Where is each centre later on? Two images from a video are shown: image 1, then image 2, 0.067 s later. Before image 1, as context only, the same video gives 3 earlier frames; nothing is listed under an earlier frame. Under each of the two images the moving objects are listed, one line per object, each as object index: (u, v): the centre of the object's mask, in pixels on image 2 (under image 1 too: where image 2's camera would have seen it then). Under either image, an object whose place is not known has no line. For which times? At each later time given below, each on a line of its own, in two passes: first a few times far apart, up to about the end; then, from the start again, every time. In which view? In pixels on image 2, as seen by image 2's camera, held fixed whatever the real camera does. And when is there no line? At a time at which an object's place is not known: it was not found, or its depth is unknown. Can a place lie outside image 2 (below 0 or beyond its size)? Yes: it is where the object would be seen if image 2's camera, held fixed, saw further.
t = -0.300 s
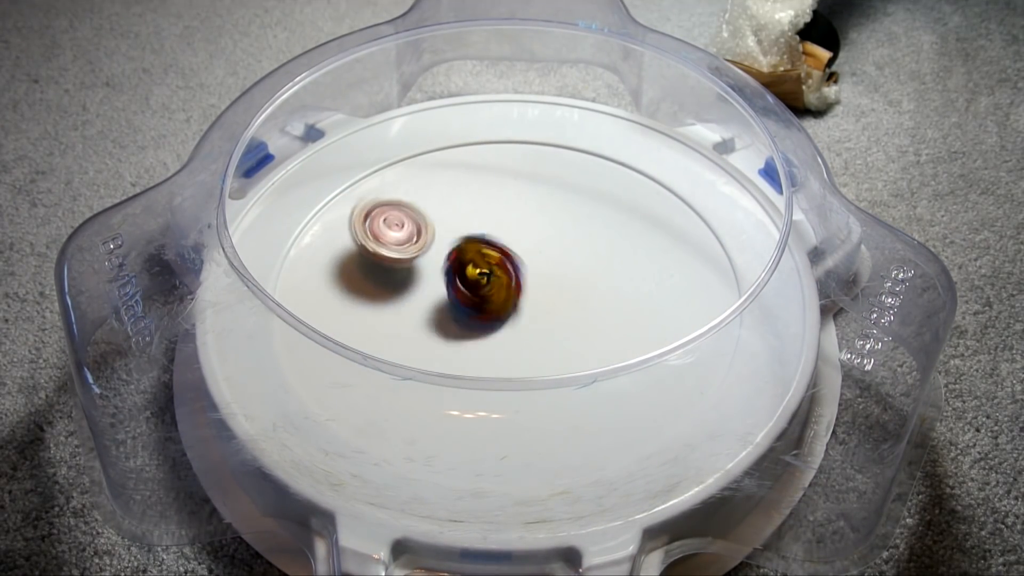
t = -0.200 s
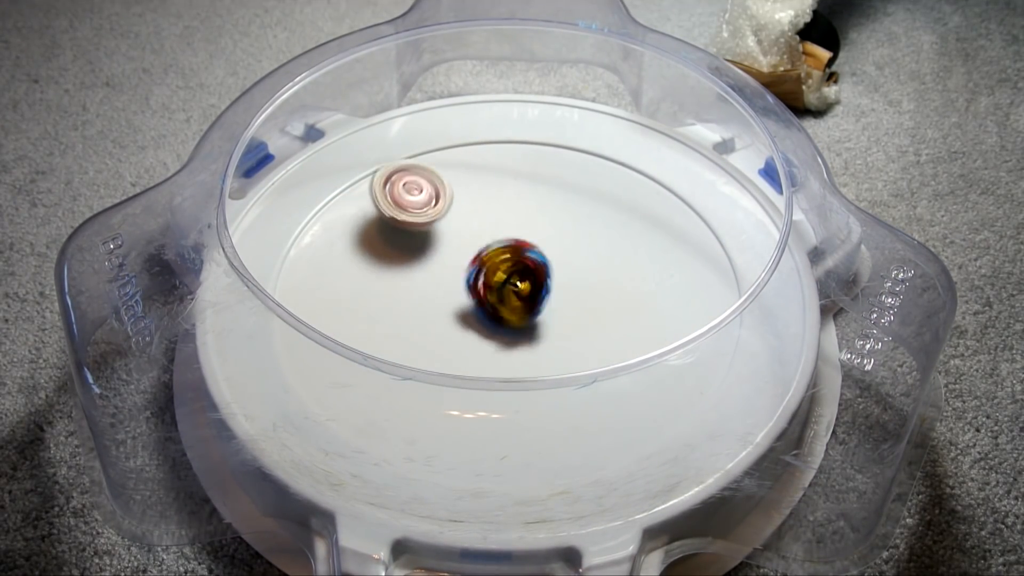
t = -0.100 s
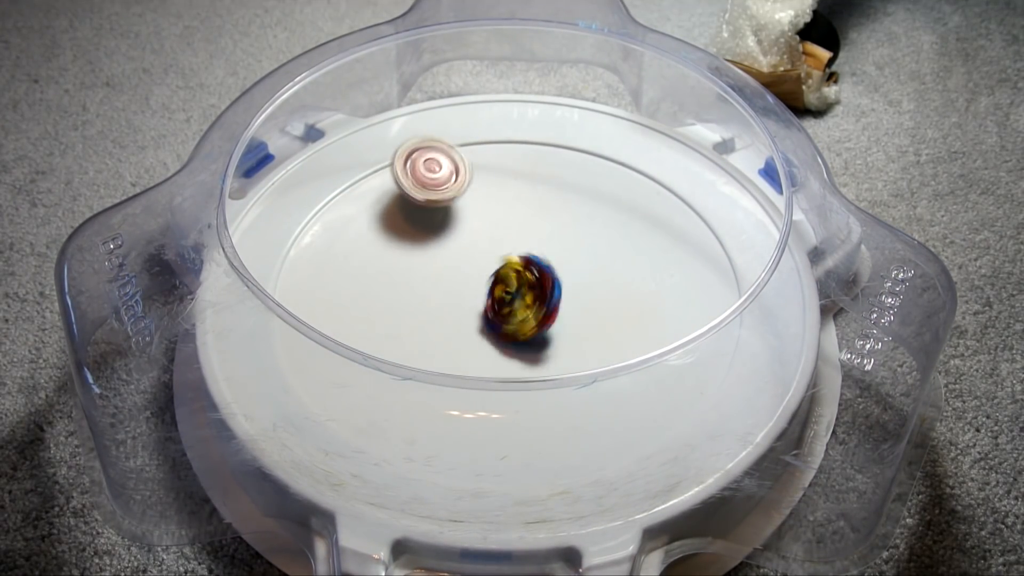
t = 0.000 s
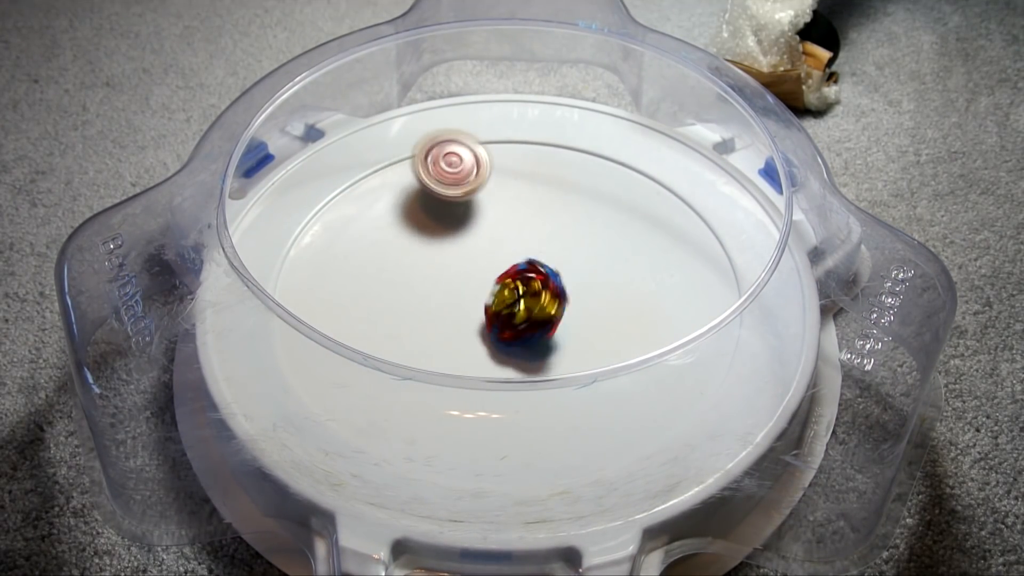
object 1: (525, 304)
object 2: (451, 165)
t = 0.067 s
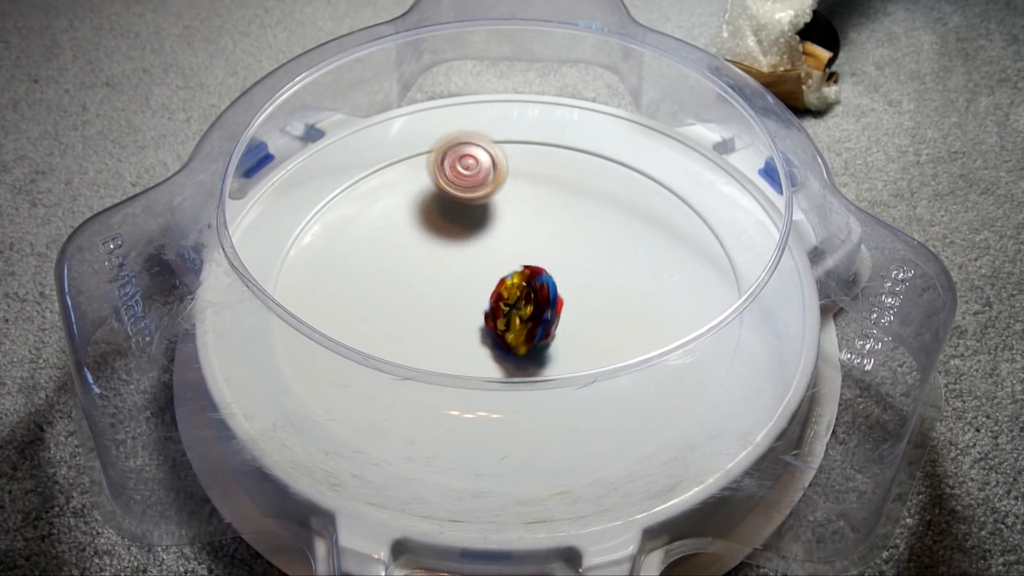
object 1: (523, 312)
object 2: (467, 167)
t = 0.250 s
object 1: (531, 310)
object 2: (535, 194)
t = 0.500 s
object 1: (531, 310)
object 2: (646, 234)
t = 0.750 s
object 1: (531, 310)
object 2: (655, 274)
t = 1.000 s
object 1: (514, 284)
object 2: (610, 363)
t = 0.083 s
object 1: (524, 314)
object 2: (471, 168)
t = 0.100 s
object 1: (524, 314)
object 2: (476, 170)
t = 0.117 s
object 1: (525, 315)
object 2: (480, 172)
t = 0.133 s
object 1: (526, 316)
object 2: (486, 175)
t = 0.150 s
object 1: (526, 316)
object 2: (492, 177)
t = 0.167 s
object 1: (527, 316)
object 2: (499, 180)
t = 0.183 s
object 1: (527, 315)
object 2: (505, 182)
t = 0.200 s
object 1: (528, 314)
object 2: (512, 185)
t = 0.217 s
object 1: (529, 313)
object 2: (519, 187)
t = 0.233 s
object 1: (530, 312)
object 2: (527, 191)
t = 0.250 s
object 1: (531, 310)
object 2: (535, 194)
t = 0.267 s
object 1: (532, 309)
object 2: (543, 197)
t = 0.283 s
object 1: (533, 309)
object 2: (551, 200)
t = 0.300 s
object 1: (534, 308)
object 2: (560, 203)
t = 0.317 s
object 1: (535, 307)
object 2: (568, 206)
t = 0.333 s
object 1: (537, 306)
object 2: (576, 209)
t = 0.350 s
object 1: (538, 305)
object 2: (584, 211)
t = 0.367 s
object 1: (538, 305)
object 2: (593, 213)
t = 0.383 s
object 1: (538, 305)
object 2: (600, 216)
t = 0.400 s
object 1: (537, 306)
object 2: (608, 219)
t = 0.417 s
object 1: (536, 307)
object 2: (614, 222)
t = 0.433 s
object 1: (535, 307)
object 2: (622, 224)
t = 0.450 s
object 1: (534, 308)
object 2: (629, 227)
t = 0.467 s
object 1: (533, 309)
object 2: (635, 229)
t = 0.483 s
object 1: (532, 310)
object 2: (641, 232)
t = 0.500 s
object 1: (531, 310)
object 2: (646, 234)
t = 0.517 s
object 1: (530, 311)
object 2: (651, 236)
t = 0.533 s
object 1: (530, 312)
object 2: (655, 239)
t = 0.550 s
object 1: (529, 312)
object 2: (660, 241)
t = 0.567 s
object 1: (529, 313)
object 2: (663, 243)
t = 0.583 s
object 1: (528, 313)
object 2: (665, 246)
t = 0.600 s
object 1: (528, 313)
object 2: (666, 248)
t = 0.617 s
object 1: (528, 313)
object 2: (666, 250)
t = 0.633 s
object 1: (528, 313)
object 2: (666, 253)
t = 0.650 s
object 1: (528, 313)
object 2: (666, 255)
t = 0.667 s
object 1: (528, 313)
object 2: (665, 258)
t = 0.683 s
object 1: (529, 312)
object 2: (664, 260)
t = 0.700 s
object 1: (529, 312)
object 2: (662, 264)
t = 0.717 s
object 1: (530, 311)
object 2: (661, 267)
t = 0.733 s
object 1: (530, 311)
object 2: (658, 270)
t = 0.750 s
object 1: (531, 310)
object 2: (655, 274)
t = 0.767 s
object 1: (532, 309)
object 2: (652, 277)
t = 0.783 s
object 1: (532, 309)
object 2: (647, 282)
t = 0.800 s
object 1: (533, 309)
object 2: (643, 286)
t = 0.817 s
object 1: (533, 309)
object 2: (638, 291)
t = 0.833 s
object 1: (534, 308)
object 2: (632, 296)
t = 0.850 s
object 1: (535, 308)
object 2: (626, 301)
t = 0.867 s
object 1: (535, 307)
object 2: (621, 307)
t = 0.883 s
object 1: (536, 307)
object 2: (615, 312)
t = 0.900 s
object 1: (534, 306)
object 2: (612, 317)
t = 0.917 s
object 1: (529, 298)
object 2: (612, 327)
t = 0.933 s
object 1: (524, 295)
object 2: (612, 332)
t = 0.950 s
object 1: (520, 292)
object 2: (611, 337)
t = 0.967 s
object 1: (517, 288)
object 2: (610, 342)
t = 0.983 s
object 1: (515, 286)
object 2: (609, 346)
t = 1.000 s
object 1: (514, 284)
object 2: (610, 363)
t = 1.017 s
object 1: (513, 284)
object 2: (609, 367)
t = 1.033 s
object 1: (513, 284)
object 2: (609, 380)
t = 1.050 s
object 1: (513, 284)
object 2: (607, 387)
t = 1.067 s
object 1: (513, 284)
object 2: (605, 393)
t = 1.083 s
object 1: (513, 284)
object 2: (605, 403)
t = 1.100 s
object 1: (512, 285)
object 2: (603, 404)
